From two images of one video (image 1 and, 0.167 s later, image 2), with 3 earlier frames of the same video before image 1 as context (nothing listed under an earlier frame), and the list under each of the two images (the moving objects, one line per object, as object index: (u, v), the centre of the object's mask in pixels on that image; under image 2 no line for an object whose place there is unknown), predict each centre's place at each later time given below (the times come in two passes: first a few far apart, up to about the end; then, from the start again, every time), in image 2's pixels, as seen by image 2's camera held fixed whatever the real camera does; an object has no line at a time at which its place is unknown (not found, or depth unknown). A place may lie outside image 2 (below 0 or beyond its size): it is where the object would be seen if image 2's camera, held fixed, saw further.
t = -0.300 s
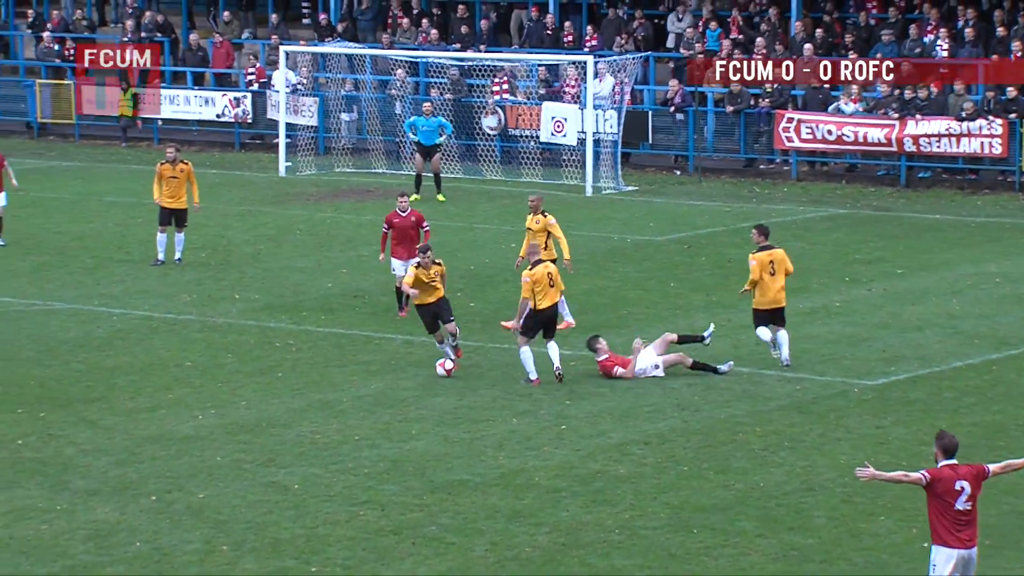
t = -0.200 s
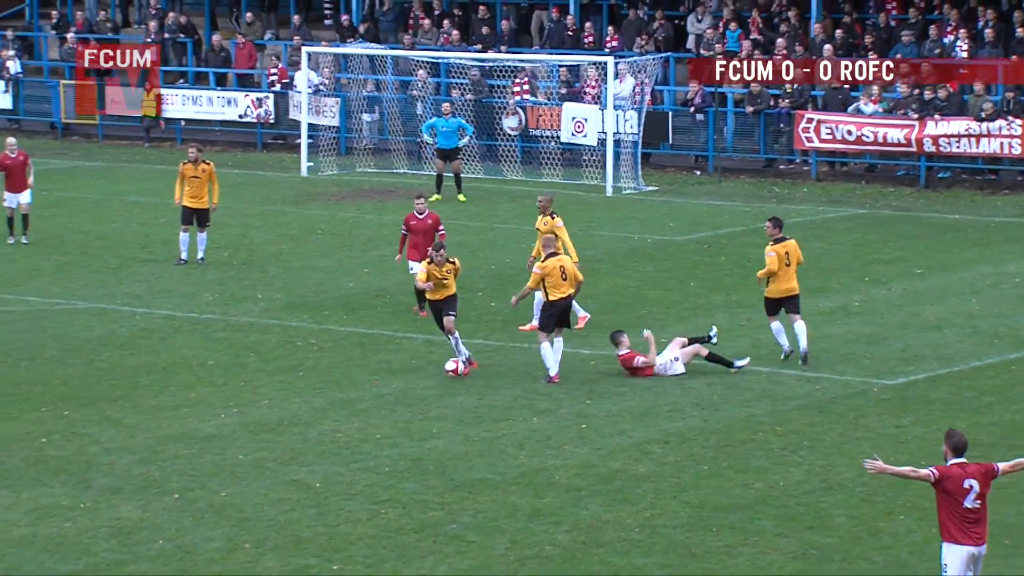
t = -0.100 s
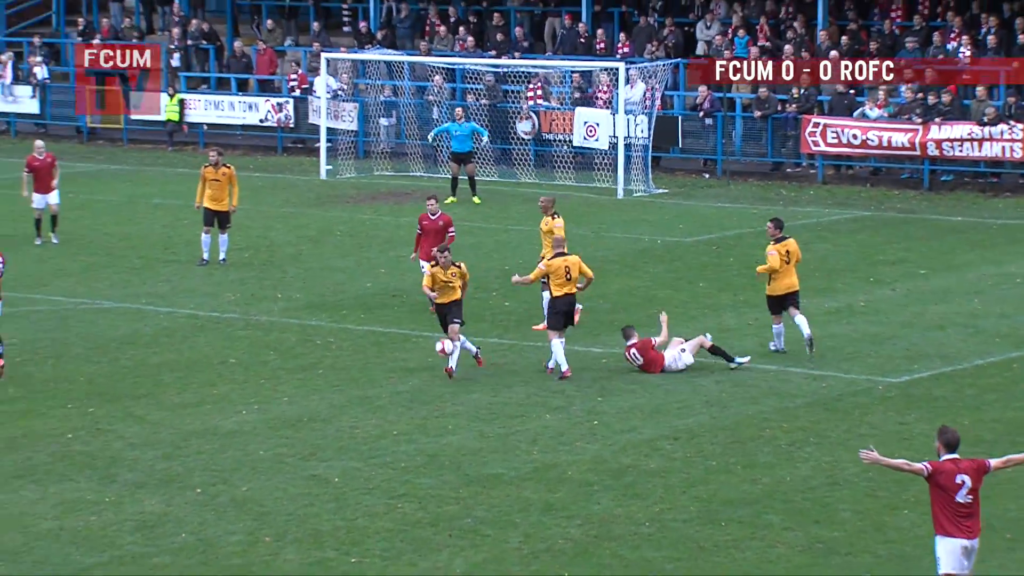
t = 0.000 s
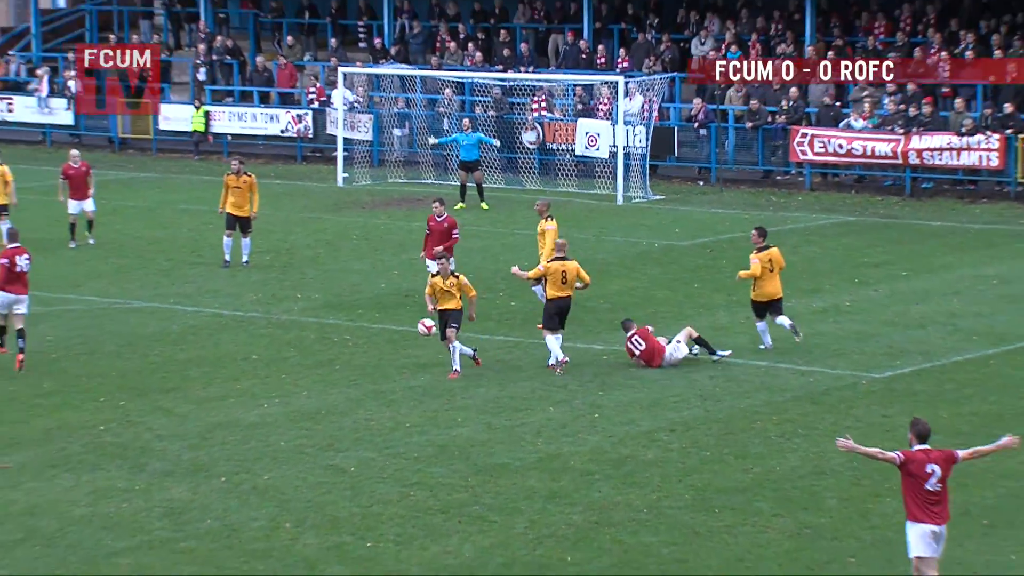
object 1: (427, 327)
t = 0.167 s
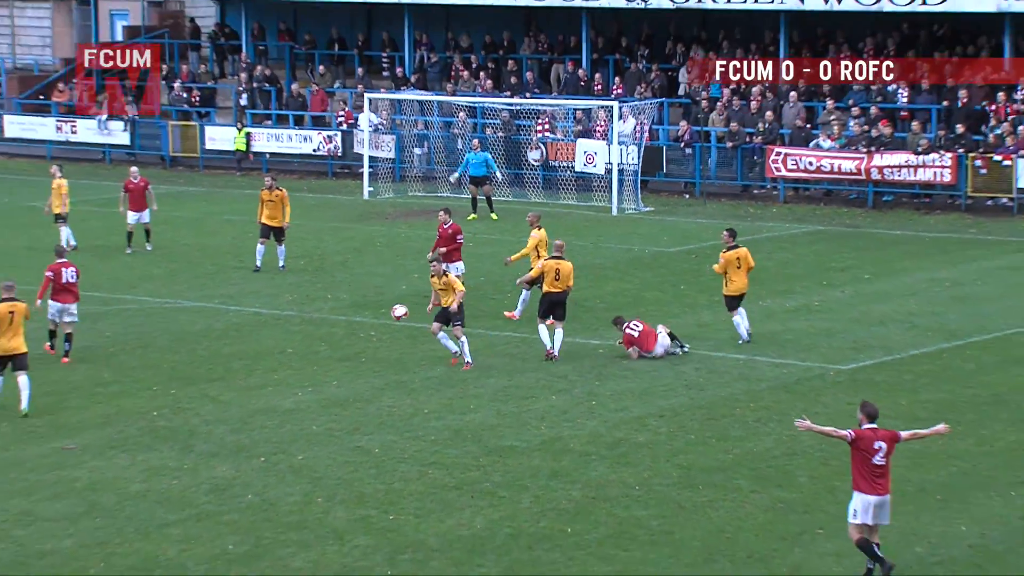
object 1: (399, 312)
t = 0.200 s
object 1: (391, 312)
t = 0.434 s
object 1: (330, 333)
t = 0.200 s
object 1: (391, 312)
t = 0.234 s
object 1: (383, 312)
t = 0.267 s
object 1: (374, 313)
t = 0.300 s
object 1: (365, 316)
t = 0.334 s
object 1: (357, 319)
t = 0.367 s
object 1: (348, 322)
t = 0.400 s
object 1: (339, 328)
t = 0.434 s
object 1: (330, 333)
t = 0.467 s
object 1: (321, 339)
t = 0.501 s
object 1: (312, 347)
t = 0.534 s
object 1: (303, 355)
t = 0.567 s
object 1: (294, 364)
